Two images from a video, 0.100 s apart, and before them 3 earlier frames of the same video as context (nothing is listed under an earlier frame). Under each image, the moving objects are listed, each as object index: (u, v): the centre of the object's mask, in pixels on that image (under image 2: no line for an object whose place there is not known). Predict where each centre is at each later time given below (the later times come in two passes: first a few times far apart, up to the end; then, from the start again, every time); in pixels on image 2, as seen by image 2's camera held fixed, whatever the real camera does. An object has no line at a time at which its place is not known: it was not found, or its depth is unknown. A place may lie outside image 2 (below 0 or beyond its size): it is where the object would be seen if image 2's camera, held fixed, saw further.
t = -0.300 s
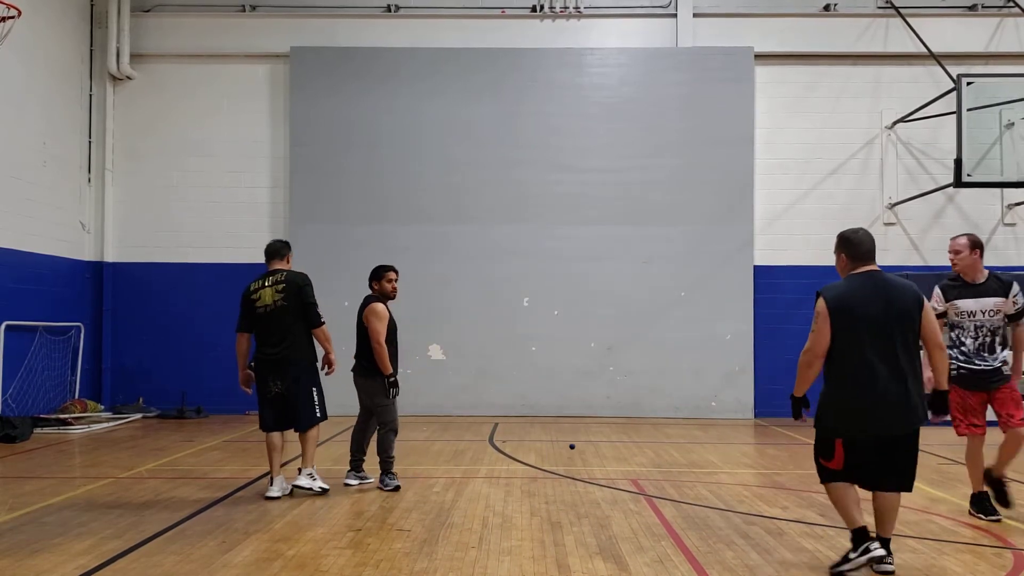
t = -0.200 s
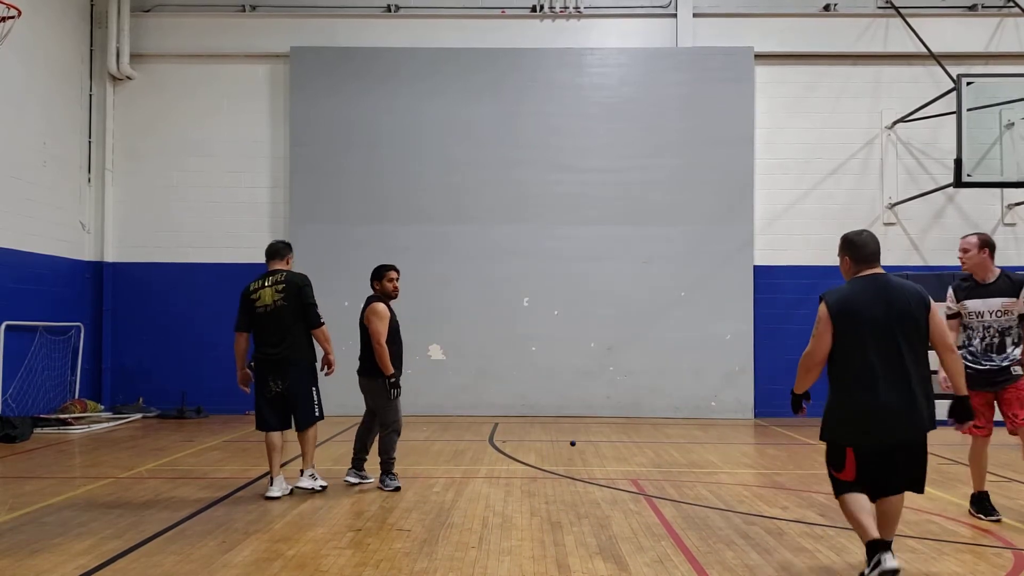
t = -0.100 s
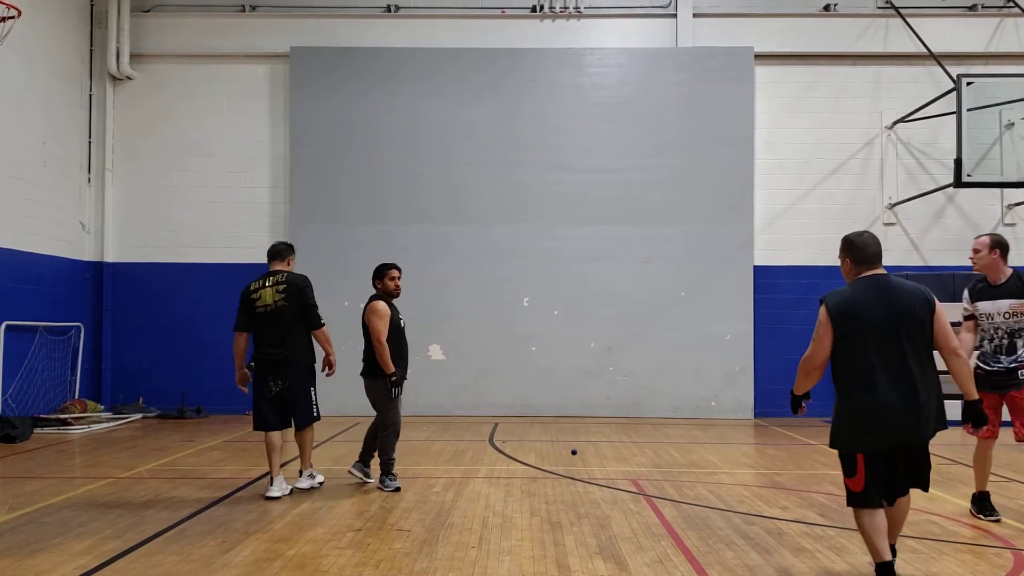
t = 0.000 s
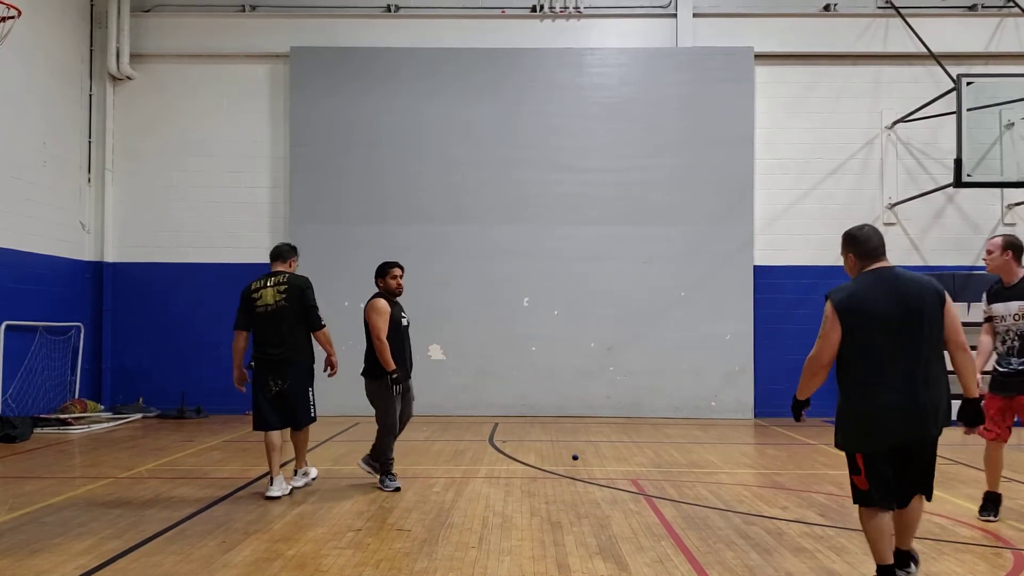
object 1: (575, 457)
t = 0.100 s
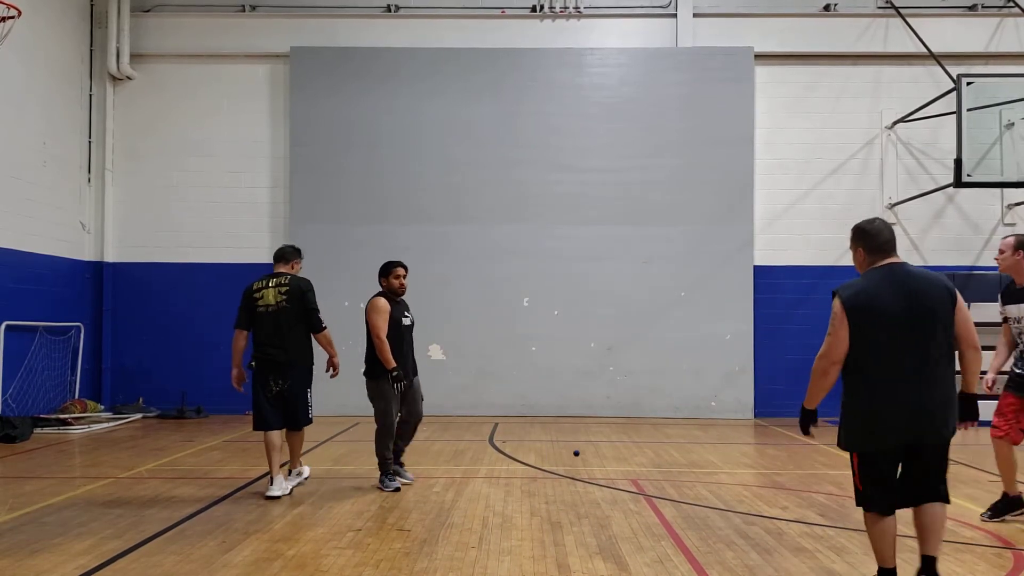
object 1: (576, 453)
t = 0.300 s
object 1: (579, 467)
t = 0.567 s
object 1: (583, 476)
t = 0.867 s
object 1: (590, 483)
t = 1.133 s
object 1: (598, 496)
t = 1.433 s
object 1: (607, 518)
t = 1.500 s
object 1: (609, 516)
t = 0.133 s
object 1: (577, 454)
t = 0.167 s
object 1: (577, 457)
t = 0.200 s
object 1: (578, 461)
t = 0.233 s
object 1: (578, 467)
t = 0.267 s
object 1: (579, 470)
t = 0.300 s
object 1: (579, 467)
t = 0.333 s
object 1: (580, 464)
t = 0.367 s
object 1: (580, 463)
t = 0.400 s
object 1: (580, 464)
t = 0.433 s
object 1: (581, 466)
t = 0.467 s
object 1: (582, 469)
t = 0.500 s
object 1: (582, 474)
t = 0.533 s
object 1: (583, 480)
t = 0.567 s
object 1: (583, 476)
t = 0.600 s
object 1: (584, 474)
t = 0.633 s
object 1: (585, 473)
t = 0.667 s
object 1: (585, 474)
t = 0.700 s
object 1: (586, 477)
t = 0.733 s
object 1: (587, 481)
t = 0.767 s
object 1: (588, 486)
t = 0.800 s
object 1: (589, 487)
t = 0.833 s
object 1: (589, 484)
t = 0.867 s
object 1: (590, 483)
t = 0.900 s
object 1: (591, 484)
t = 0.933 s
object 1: (592, 486)
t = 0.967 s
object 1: (593, 490)
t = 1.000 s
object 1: (594, 496)
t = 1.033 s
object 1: (595, 497)
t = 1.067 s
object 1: (596, 495)
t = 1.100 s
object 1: (597, 495)
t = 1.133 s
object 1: (598, 496)
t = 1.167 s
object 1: (599, 499)
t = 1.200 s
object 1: (600, 504)
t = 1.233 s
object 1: (601, 508)
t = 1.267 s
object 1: (602, 506)
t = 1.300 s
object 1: (603, 505)
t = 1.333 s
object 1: (604, 507)
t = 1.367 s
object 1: (605, 510)
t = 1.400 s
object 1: (606, 515)
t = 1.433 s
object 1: (607, 518)
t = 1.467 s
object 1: (608, 517)
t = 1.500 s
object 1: (609, 516)
